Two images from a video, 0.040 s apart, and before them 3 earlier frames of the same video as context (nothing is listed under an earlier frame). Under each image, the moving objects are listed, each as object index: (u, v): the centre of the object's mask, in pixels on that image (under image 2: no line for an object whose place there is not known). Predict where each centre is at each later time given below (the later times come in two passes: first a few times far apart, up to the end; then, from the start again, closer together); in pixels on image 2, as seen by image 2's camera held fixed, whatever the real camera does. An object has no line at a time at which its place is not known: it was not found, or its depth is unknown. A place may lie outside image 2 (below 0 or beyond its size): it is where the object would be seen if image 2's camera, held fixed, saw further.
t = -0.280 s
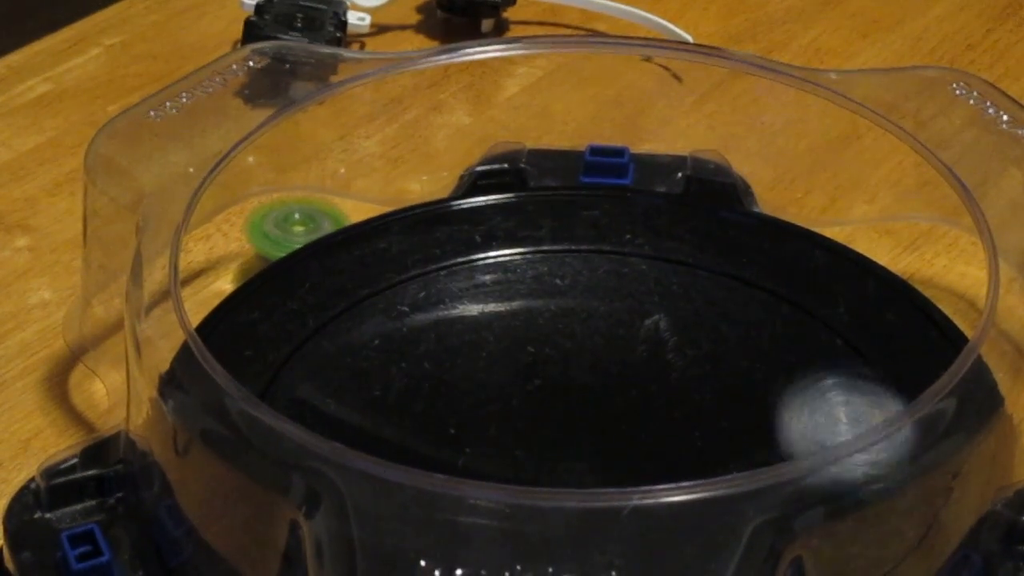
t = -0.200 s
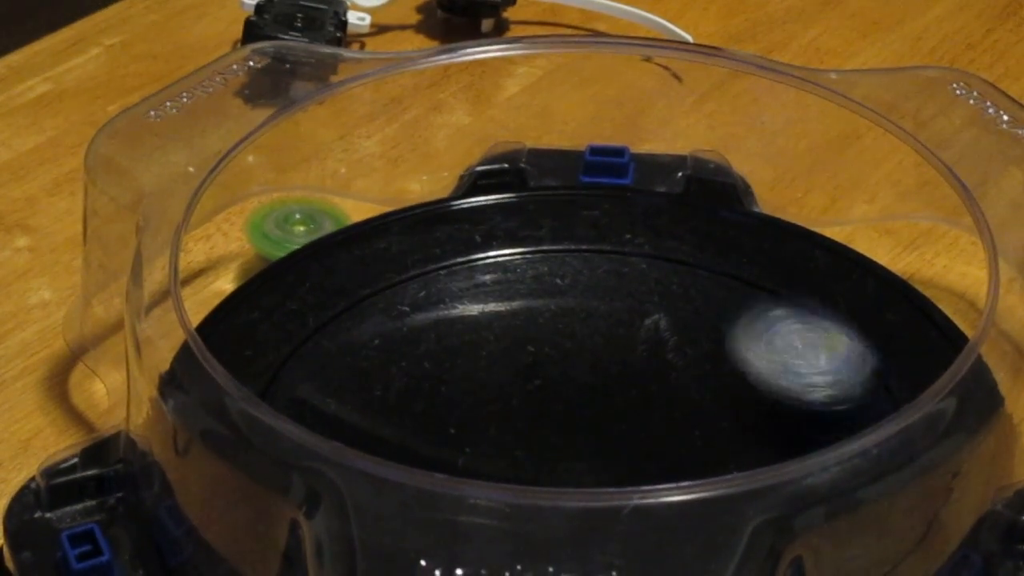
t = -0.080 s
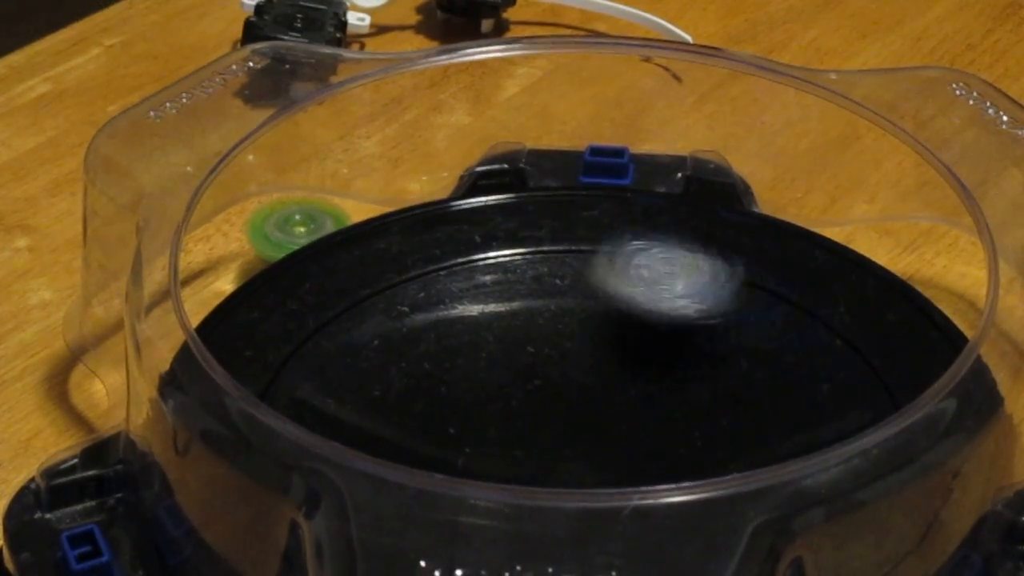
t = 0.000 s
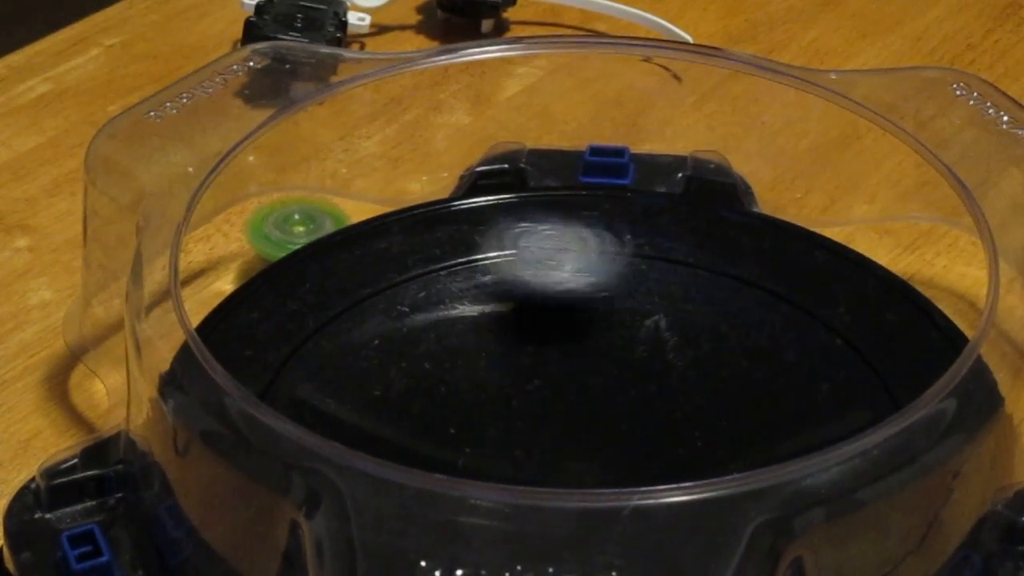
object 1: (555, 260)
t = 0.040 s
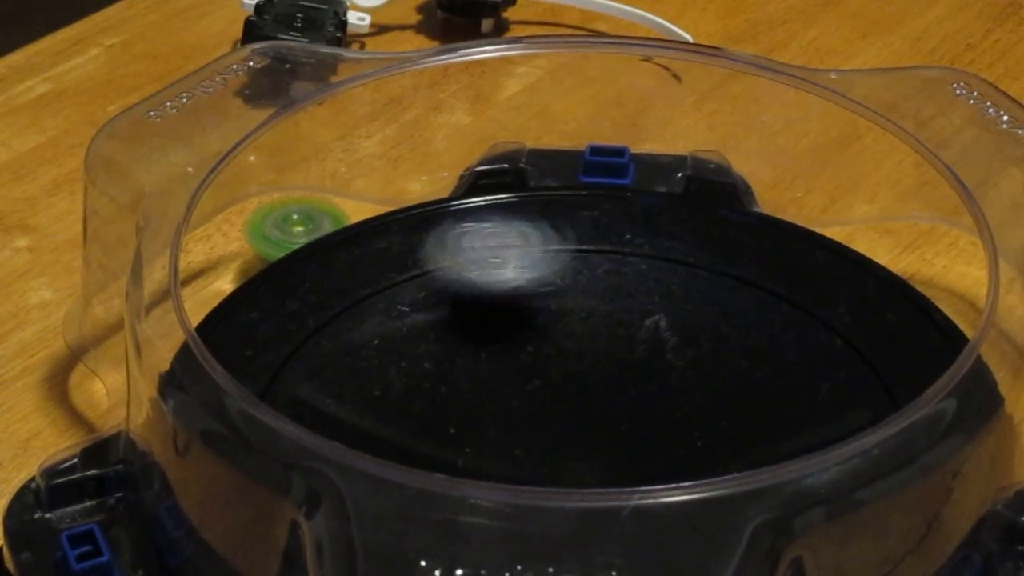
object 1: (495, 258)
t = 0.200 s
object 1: (306, 317)
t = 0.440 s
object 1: (389, 530)
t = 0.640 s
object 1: (723, 534)
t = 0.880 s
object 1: (828, 319)
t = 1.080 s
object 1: (614, 233)
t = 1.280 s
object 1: (382, 328)
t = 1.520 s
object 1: (408, 533)
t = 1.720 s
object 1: (714, 553)
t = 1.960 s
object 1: (807, 384)
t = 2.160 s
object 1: (605, 272)
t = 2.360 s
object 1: (363, 296)
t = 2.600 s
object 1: (364, 494)
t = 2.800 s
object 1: (654, 541)
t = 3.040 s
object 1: (833, 379)
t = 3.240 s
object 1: (677, 267)
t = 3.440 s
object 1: (438, 313)
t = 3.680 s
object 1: (364, 490)
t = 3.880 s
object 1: (595, 553)
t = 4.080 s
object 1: (784, 458)
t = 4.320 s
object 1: (664, 294)
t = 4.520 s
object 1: (439, 285)
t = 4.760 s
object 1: (369, 448)
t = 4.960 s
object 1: (587, 541)
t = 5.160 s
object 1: (795, 454)
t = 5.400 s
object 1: (702, 311)
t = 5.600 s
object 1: (481, 320)
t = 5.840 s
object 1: (383, 461)
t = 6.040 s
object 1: (554, 542)
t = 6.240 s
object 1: (739, 463)
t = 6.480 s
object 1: (655, 316)
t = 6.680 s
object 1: (473, 306)
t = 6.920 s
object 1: (404, 430)
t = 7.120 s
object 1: (575, 537)
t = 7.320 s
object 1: (755, 463)
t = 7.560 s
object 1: (695, 337)
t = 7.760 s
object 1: (510, 331)
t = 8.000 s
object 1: (401, 430)
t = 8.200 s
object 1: (510, 535)
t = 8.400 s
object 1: (691, 485)
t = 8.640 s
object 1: (691, 354)
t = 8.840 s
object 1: (548, 312)
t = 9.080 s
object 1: (422, 394)
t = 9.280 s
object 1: (489, 501)
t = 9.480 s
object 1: (663, 508)
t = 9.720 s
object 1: (728, 404)
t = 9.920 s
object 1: (611, 342)
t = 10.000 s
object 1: (548, 341)
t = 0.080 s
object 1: (437, 261)
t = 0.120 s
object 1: (386, 273)
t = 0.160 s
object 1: (342, 291)
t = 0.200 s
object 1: (306, 317)
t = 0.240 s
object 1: (284, 349)
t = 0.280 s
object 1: (272, 384)
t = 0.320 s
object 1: (277, 422)
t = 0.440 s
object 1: (389, 530)
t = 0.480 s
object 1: (448, 543)
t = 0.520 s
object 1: (519, 548)
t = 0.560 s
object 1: (594, 550)
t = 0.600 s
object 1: (663, 543)
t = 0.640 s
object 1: (723, 534)
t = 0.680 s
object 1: (778, 516)
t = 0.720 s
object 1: (814, 470)
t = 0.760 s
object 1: (836, 428)
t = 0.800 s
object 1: (842, 387)
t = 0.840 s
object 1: (844, 356)
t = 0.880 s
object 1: (828, 319)
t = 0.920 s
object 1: (800, 287)
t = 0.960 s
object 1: (762, 263)
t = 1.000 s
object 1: (716, 246)
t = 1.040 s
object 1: (668, 234)
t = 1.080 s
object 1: (614, 233)
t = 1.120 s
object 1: (564, 237)
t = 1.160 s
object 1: (507, 251)
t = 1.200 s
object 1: (457, 271)
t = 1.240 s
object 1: (414, 298)
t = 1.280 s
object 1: (382, 328)
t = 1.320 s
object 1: (358, 363)
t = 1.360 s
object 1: (346, 393)
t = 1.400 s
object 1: (342, 428)
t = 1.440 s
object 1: (349, 472)
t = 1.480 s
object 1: (373, 508)
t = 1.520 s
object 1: (408, 533)
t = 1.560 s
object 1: (453, 546)
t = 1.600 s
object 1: (512, 556)
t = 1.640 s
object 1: (579, 559)
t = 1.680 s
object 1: (639, 557)
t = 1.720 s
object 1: (714, 553)
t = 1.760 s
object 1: (758, 540)
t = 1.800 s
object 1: (796, 525)
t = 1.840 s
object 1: (824, 487)
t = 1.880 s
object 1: (829, 448)
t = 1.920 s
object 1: (816, 405)
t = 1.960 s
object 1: (807, 384)
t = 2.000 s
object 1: (777, 351)
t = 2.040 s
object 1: (743, 324)
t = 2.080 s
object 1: (701, 300)
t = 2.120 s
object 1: (651, 282)
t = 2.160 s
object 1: (605, 272)
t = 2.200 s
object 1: (554, 263)
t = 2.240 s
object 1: (499, 261)
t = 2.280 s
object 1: (446, 266)
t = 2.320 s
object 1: (401, 277)
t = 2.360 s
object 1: (363, 296)
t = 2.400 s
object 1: (331, 321)
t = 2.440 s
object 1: (309, 354)
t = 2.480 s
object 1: (308, 380)
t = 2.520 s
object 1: (309, 423)
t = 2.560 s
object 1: (327, 458)
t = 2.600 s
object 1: (364, 494)
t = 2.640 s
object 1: (408, 527)
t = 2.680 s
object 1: (463, 537)
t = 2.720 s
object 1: (525, 542)
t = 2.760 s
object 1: (588, 544)
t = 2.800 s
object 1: (654, 541)
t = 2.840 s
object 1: (711, 534)
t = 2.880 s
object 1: (760, 520)
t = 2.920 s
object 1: (799, 479)
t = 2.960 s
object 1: (823, 444)
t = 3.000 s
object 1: (828, 403)
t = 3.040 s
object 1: (833, 379)
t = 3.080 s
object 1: (822, 348)
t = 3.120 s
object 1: (798, 318)
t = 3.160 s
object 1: (762, 293)
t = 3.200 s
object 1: (723, 278)
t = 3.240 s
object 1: (677, 267)
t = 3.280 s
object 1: (627, 263)
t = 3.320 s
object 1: (582, 266)
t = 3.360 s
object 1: (530, 277)
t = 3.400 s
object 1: (479, 293)
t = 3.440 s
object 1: (438, 313)
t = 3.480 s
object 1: (402, 335)
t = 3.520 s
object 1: (375, 362)
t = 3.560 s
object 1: (354, 389)
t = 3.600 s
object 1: (356, 412)
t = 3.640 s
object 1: (353, 451)
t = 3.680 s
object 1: (364, 490)
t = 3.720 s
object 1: (390, 526)
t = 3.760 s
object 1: (431, 537)
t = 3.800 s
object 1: (475, 547)
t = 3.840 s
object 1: (531, 553)
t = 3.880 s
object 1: (595, 553)
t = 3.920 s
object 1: (653, 549)
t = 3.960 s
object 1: (701, 541)
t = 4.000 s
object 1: (740, 531)
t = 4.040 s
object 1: (770, 495)
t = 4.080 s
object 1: (784, 458)
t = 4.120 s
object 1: (780, 417)
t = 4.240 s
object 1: (734, 338)
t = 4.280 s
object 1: (702, 314)
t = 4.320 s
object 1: (664, 294)
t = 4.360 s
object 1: (620, 281)
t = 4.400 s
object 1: (578, 273)
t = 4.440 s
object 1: (532, 269)
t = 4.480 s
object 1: (486, 274)
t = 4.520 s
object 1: (439, 285)
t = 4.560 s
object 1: (404, 304)
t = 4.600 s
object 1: (377, 324)
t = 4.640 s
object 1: (358, 352)
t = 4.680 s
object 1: (349, 383)
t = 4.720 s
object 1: (356, 408)
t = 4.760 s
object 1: (369, 448)
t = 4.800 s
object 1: (393, 476)
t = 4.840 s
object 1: (430, 508)
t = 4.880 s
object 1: (478, 534)
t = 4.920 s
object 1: (527, 541)
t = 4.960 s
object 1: (587, 541)
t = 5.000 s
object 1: (640, 540)
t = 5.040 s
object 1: (691, 536)
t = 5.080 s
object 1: (736, 510)
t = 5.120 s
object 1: (771, 483)
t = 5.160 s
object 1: (795, 454)
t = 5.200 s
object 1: (799, 417)
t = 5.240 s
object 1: (803, 398)
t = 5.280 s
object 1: (792, 370)
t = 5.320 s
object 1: (769, 346)
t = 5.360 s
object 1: (737, 326)
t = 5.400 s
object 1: (702, 311)
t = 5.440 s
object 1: (656, 302)
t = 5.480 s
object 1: (612, 300)
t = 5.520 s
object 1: (571, 301)
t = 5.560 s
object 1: (526, 307)
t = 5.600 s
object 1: (481, 320)
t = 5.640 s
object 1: (443, 339)
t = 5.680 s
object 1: (414, 358)
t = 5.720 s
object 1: (391, 382)
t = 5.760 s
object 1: (378, 406)
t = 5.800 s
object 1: (381, 425)
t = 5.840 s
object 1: (383, 461)
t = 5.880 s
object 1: (398, 495)
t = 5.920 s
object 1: (424, 523)
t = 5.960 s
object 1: (463, 535)
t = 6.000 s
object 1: (505, 542)
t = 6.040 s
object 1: (554, 542)
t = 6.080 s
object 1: (606, 541)
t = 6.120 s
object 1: (654, 538)
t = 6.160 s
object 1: (690, 532)
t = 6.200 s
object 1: (719, 496)
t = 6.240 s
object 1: (739, 463)
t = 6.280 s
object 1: (743, 429)
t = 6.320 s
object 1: (745, 410)
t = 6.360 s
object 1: (736, 382)
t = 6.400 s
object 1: (715, 355)
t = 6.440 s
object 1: (687, 333)
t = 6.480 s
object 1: (655, 316)
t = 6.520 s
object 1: (620, 303)
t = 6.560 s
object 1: (585, 297)
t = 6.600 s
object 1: (545, 295)
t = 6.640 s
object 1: (507, 299)
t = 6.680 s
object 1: (473, 306)
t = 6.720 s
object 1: (441, 322)
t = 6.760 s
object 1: (416, 339)
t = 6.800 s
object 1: (399, 361)
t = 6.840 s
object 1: (391, 388)
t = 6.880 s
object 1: (391, 409)
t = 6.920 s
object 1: (404, 430)
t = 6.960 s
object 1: (423, 462)
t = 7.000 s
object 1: (449, 494)
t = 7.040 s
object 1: (484, 510)
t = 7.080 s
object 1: (525, 522)
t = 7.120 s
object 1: (575, 537)
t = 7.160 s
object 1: (620, 527)
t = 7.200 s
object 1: (664, 534)
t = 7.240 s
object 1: (704, 508)
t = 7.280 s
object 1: (735, 479)
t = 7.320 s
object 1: (755, 463)
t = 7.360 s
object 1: (764, 429)
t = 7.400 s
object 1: (768, 413)
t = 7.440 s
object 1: (763, 394)
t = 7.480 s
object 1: (748, 372)
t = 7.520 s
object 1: (725, 354)
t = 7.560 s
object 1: (695, 337)
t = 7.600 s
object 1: (662, 327)
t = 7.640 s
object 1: (623, 320)
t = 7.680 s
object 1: (587, 320)
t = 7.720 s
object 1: (549, 323)
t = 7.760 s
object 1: (510, 331)
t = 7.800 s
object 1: (477, 342)
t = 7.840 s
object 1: (446, 357)
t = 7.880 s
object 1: (421, 374)
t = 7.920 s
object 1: (405, 394)
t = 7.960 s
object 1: (398, 415)
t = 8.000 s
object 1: (401, 430)
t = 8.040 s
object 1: (403, 461)
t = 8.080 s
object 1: (420, 487)
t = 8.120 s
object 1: (445, 504)
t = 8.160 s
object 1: (474, 529)
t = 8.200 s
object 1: (510, 535)
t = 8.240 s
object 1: (551, 537)
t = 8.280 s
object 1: (591, 538)
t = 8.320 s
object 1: (629, 526)
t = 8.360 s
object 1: (663, 509)
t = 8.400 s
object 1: (691, 485)
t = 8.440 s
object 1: (713, 464)
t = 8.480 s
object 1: (720, 437)
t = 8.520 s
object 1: (725, 420)
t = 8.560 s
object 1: (723, 397)
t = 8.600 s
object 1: (710, 373)
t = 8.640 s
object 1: (691, 354)
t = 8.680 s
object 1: (667, 336)
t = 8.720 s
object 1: (640, 323)
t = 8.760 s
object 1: (610, 315)
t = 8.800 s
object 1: (578, 311)
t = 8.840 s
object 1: (548, 312)
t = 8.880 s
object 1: (518, 317)
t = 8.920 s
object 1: (488, 325)
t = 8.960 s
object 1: (464, 338)
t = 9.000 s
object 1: (445, 355)
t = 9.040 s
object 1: (430, 374)
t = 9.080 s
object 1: (422, 394)
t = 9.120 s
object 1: (422, 417)
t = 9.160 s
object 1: (431, 434)
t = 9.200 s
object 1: (447, 446)
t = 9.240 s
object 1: (465, 476)
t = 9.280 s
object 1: (489, 501)
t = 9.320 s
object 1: (523, 509)
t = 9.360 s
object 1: (559, 518)
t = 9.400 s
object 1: (595, 522)
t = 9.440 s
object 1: (631, 516)
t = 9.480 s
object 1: (663, 508)
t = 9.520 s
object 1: (693, 500)
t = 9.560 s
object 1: (713, 474)
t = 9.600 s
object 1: (722, 448)
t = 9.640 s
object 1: (733, 435)
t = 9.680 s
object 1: (734, 420)
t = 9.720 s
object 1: (728, 404)
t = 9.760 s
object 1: (715, 385)
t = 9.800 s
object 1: (693, 369)
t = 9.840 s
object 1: (670, 357)
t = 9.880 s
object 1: (641, 347)
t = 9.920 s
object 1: (611, 342)
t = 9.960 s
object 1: (578, 338)
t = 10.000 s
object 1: (548, 341)
